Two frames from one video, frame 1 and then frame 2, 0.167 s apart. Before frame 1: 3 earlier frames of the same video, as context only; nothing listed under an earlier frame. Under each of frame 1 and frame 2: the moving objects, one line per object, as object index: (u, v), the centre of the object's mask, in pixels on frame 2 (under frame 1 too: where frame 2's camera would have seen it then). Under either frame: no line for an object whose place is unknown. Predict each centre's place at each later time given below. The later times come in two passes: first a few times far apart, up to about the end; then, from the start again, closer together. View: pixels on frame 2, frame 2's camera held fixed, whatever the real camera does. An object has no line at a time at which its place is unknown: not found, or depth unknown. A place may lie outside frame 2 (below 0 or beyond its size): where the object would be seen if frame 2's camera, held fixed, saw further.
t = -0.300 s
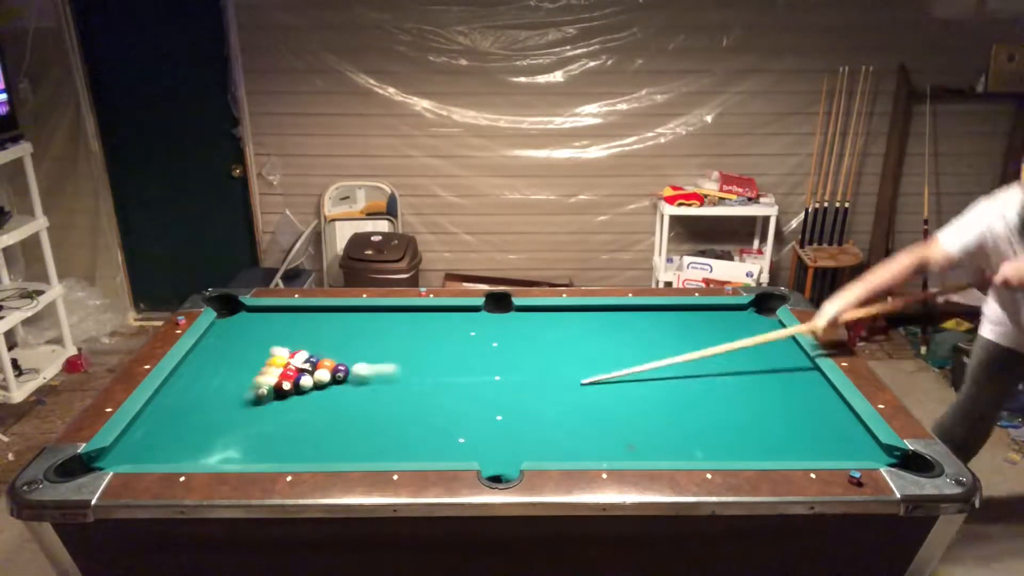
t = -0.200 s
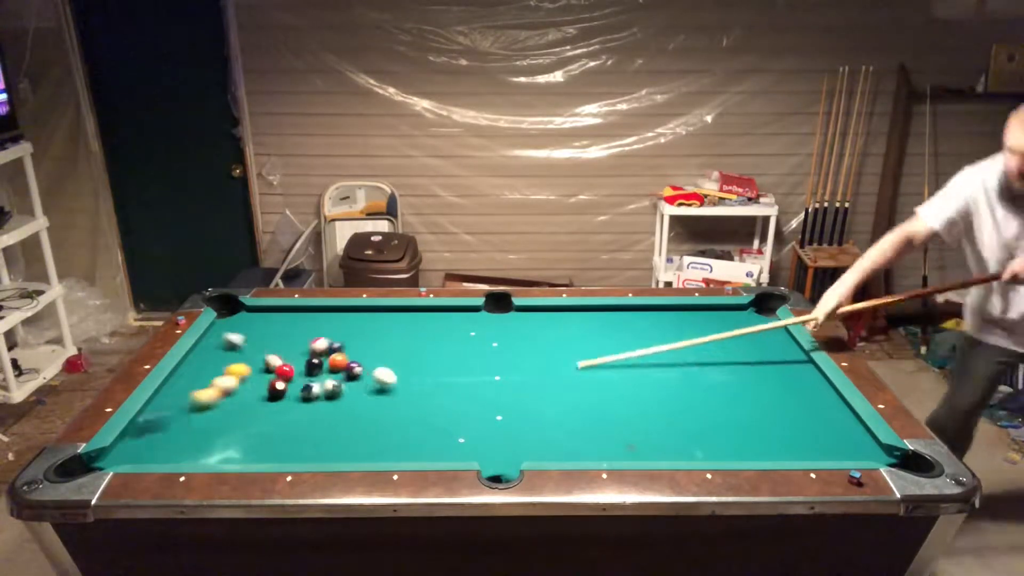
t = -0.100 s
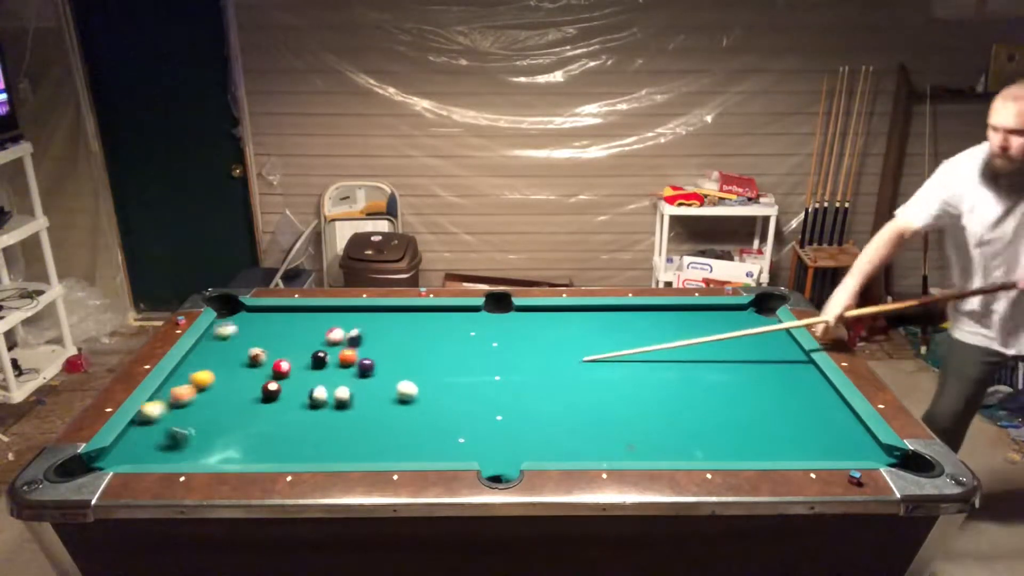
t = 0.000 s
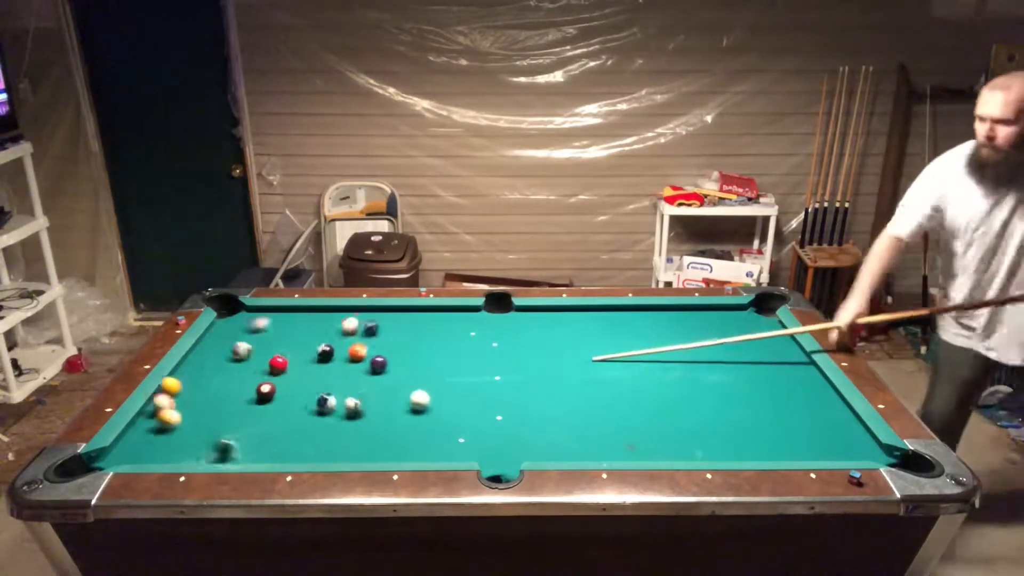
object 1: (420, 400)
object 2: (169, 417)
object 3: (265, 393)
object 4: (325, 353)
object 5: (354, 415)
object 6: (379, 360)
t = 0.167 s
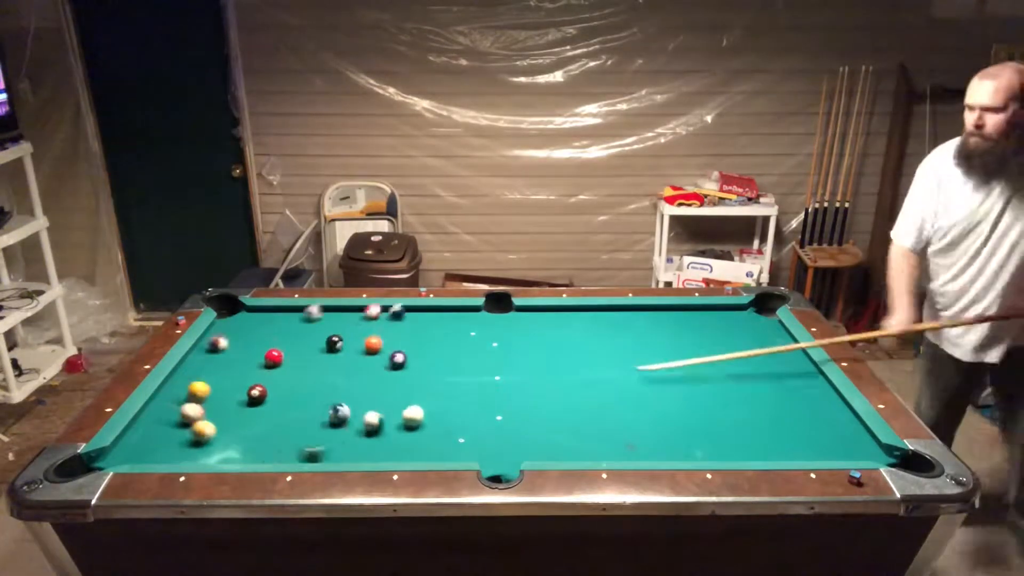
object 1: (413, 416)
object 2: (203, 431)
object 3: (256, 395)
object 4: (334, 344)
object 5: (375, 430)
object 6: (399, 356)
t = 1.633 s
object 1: (370, 369)
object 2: (386, 416)
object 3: (362, 418)
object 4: (377, 327)
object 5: (493, 457)
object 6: (525, 331)
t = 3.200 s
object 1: (355, 347)
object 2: (440, 389)
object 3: (432, 433)
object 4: (398, 351)
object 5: (509, 456)
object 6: (590, 314)
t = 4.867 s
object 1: (355, 346)
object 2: (448, 387)
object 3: (446, 440)
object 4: (402, 354)
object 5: (509, 456)
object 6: (598, 314)
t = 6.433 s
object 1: (355, 346)
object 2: (448, 387)
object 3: (446, 439)
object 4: (402, 354)
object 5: (509, 456)
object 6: (597, 313)
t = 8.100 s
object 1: (355, 346)
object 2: (449, 386)
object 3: (446, 439)
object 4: (402, 354)
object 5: (509, 456)
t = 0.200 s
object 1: (407, 419)
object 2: (211, 433)
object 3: (254, 396)
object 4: (336, 342)
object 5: (381, 429)
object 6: (403, 356)
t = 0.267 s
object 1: (401, 423)
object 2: (226, 437)
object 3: (251, 396)
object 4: (339, 338)
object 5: (377, 434)
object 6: (410, 354)
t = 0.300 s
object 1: (401, 422)
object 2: (233, 440)
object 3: (250, 397)
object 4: (341, 336)
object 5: (381, 432)
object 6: (414, 353)
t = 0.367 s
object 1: (408, 417)
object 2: (248, 446)
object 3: (251, 398)
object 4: (344, 333)
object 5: (380, 441)
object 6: (421, 351)
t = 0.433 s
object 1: (410, 413)
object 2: (263, 451)
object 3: (259, 399)
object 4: (347, 330)
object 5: (381, 435)
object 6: (428, 349)
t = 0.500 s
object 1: (408, 410)
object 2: (278, 454)
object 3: (266, 400)
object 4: (350, 327)
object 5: (385, 437)
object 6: (434, 348)
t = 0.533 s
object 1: (406, 408)
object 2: (286, 456)
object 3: (269, 401)
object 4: (352, 325)
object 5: (387, 438)
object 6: (438, 347)
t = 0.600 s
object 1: (403, 405)
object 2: (304, 454)
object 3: (275, 401)
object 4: (354, 322)
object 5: (392, 440)
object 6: (443, 345)
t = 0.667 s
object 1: (400, 402)
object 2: (320, 452)
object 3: (281, 403)
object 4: (357, 319)
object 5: (396, 443)
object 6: (450, 345)
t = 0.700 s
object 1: (399, 400)
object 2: (329, 449)
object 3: (284, 404)
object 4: (359, 318)
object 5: (399, 444)
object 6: (454, 345)
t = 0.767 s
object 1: (396, 397)
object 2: (339, 446)
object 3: (290, 405)
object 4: (361, 315)
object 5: (402, 447)
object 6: (460, 343)
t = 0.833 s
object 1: (393, 395)
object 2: (343, 444)
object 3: (296, 406)
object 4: (363, 313)
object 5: (407, 447)
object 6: (464, 342)
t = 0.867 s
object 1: (392, 394)
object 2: (345, 443)
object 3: (299, 407)
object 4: (364, 311)
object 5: (409, 447)
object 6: (468, 340)
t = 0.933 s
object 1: (389, 391)
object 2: (349, 441)
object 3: (305, 408)
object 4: (367, 311)
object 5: (414, 449)
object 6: (473, 338)
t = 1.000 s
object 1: (387, 388)
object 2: (353, 436)
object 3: (311, 409)
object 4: (368, 313)
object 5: (421, 448)
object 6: (480, 337)
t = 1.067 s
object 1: (385, 386)
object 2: (357, 434)
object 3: (317, 410)
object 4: (368, 315)
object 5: (428, 450)
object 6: (486, 336)
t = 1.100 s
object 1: (384, 385)
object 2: (358, 433)
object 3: (319, 410)
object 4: (369, 316)
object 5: (431, 451)
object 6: (487, 335)
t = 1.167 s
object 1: (382, 383)
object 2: (362, 431)
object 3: (325, 411)
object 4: (369, 318)
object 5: (439, 450)
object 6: (492, 333)
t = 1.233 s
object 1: (380, 380)
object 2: (366, 429)
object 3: (331, 412)
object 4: (371, 319)
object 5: (448, 451)
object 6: (498, 333)
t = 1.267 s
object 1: (379, 379)
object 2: (367, 428)
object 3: (333, 413)
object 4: (371, 319)
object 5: (453, 452)
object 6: (500, 333)
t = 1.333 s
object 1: (377, 377)
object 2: (371, 425)
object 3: (338, 414)
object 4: (373, 320)
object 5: (462, 453)
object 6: (506, 331)
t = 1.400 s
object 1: (376, 375)
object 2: (375, 423)
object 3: (344, 415)
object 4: (373, 322)
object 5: (466, 453)
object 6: (510, 330)
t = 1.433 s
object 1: (375, 374)
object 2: (376, 422)
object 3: (347, 415)
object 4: (374, 323)
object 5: (469, 453)
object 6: (512, 329)
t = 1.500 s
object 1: (373, 373)
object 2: (380, 420)
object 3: (352, 416)
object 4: (375, 324)
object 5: (477, 453)
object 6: (516, 333)
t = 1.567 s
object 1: (371, 370)
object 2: (382, 418)
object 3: (357, 417)
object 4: (376, 326)
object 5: (486, 455)
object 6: (521, 329)
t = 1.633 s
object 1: (370, 369)
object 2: (386, 416)
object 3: (362, 418)
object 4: (377, 327)
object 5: (493, 457)
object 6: (525, 331)
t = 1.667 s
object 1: (370, 368)
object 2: (387, 415)
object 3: (364, 419)
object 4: (378, 328)
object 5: (495, 458)
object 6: (527, 331)
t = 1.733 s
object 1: (368, 366)
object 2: (390, 413)
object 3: (369, 420)
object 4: (379, 329)
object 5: (501, 458)
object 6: (532, 327)
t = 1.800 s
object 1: (367, 365)
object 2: (394, 411)
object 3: (373, 420)
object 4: (379, 330)
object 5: (509, 459)
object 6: (535, 324)
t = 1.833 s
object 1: (366, 364)
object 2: (395, 410)
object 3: (375, 421)
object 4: (380, 331)
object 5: (513, 459)
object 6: (538, 326)
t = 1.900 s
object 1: (365, 362)
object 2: (399, 409)
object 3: (378, 421)
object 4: (381, 332)
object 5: (511, 459)
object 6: (541, 326)
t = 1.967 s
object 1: (364, 361)
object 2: (402, 407)
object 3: (382, 422)
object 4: (382, 334)
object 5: (505, 456)
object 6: (545, 325)
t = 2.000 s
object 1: (364, 361)
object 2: (404, 407)
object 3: (384, 422)
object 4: (382, 335)
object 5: (503, 456)
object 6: (547, 324)
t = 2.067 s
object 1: (363, 359)
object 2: (407, 406)
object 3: (387, 423)
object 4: (383, 336)
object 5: (503, 459)
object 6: (551, 323)
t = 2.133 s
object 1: (362, 358)
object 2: (409, 404)
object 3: (391, 424)
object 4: (384, 337)
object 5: (500, 458)
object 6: (554, 323)
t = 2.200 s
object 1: (361, 357)
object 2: (412, 403)
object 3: (394, 425)
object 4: (385, 338)
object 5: (498, 457)
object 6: (557, 321)
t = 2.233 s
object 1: (361, 357)
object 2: (413, 402)
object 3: (395, 425)
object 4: (386, 338)
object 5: (499, 457)
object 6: (559, 321)
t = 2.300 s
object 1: (360, 356)
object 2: (416, 400)
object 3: (399, 425)
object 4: (387, 339)
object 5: (501, 457)
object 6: (562, 321)
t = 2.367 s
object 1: (359, 354)
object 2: (418, 399)
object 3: (402, 427)
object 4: (388, 340)
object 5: (502, 457)
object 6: (565, 319)
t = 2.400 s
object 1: (359, 354)
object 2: (419, 399)
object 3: (403, 427)
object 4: (388, 341)
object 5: (503, 456)
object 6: (566, 321)
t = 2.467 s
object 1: (358, 353)
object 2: (422, 397)
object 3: (406, 427)
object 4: (389, 342)
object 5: (504, 456)
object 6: (569, 320)
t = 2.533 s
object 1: (358, 352)
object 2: (424, 396)
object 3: (409, 428)
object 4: (390, 343)
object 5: (505, 456)
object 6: (572, 320)
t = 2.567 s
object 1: (357, 352)
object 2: (425, 396)
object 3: (410, 428)
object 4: (391, 343)
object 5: (505, 456)
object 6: (573, 320)
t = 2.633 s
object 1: (357, 351)
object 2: (427, 395)
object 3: (413, 429)
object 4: (392, 345)
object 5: (506, 456)
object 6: (575, 319)
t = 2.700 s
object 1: (356, 350)
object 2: (429, 394)
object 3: (416, 430)
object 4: (393, 345)
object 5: (507, 455)
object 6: (578, 319)
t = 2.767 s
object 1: (356, 350)
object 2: (431, 393)
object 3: (418, 430)
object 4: (394, 346)
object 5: (508, 455)
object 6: (580, 318)
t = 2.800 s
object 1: (356, 349)
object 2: (432, 393)
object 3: (419, 430)
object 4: (394, 346)
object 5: (508, 455)
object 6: (581, 318)
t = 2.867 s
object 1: (355, 349)
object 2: (433, 392)
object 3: (422, 430)
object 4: (395, 347)
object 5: (508, 455)
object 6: (583, 317)
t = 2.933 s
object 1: (355, 349)
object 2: (435, 392)
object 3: (424, 431)
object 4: (396, 348)
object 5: (508, 455)
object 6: (584, 316)
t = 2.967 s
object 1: (355, 348)
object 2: (436, 392)
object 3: (425, 432)
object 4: (396, 348)
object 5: (509, 455)
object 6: (584, 316)
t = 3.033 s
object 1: (355, 348)
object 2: (437, 391)
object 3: (427, 432)
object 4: (397, 349)
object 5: (509, 455)
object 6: (585, 316)
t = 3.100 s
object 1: (355, 348)
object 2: (438, 390)
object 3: (429, 433)
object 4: (397, 350)
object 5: (509, 456)
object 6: (587, 315)
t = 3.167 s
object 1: (355, 347)
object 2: (440, 390)
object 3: (431, 433)
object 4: (398, 350)
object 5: (509, 456)
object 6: (589, 315)
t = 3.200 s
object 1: (355, 347)
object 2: (440, 389)
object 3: (432, 433)
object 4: (398, 351)
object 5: (509, 456)
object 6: (590, 314)
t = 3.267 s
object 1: (355, 346)
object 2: (441, 389)
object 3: (433, 434)
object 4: (399, 351)
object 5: (509, 456)
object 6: (591, 314)
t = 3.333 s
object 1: (354, 346)
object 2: (443, 388)
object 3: (435, 435)
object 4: (399, 352)
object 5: (509, 456)
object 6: (593, 314)
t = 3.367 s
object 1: (354, 346)
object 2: (443, 388)
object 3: (436, 435)
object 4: (399, 352)
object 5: (509, 456)
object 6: (594, 314)
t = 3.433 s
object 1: (355, 346)
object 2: (444, 388)
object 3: (437, 435)
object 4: (400, 353)
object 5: (509, 456)
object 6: (595, 314)
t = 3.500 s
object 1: (355, 346)
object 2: (445, 387)
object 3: (438, 436)
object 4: (400, 353)
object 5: (509, 456)
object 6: (596, 313)
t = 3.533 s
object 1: (355, 346)
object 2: (446, 387)
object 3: (439, 436)
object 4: (400, 353)
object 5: (509, 456)
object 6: (596, 313)
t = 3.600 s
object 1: (355, 346)
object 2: (447, 387)
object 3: (440, 436)
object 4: (401, 354)
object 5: (509, 456)
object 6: (597, 314)
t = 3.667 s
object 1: (355, 346)
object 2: (447, 387)
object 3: (441, 437)
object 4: (401, 354)
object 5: (509, 456)
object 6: (597, 314)
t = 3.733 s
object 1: (355, 346)
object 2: (448, 387)
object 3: (442, 438)
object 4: (401, 354)
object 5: (509, 456)
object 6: (598, 314)
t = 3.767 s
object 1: (355, 346)
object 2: (448, 387)
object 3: (442, 438)
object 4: (402, 354)
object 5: (509, 456)
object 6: (598, 314)
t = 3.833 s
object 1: (355, 346)
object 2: (448, 387)
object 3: (443, 438)
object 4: (402, 354)
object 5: (509, 456)
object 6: (598, 314)
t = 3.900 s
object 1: (355, 346)
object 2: (449, 387)
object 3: (444, 439)
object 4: (402, 355)
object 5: (509, 456)
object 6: (598, 314)
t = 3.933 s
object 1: (355, 346)
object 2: (448, 387)
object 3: (444, 439)
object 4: (402, 355)
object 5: (509, 456)
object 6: (598, 314)
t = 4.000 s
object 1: (355, 346)
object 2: (449, 387)
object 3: (445, 439)
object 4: (402, 355)
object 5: (509, 456)
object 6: (598, 315)
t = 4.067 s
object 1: (355, 346)
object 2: (449, 387)
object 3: (445, 440)
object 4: (402, 355)
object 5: (509, 456)
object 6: (598, 315)
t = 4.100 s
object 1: (355, 346)
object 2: (448, 387)
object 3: (445, 440)
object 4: (402, 355)
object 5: (509, 456)
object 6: (598, 315)
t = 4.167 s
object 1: (355, 346)
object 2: (448, 387)
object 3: (445, 440)
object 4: (402, 355)
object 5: (509, 456)
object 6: (598, 315)
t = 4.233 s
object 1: (355, 346)
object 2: (448, 387)
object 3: (446, 440)
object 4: (402, 355)
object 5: (509, 456)
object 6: (598, 315)
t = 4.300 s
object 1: (355, 346)
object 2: (448, 387)
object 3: (446, 440)
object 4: (402, 354)
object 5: (509, 456)
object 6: (598, 315)
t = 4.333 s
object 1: (355, 346)
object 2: (448, 387)
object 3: (446, 440)
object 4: (402, 354)
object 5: (509, 456)
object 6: (598, 315)
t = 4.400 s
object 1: (355, 346)
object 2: (448, 387)
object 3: (446, 440)
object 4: (402, 354)
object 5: (509, 456)
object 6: (598, 315)
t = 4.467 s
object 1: (355, 346)
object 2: (448, 387)
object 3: (446, 440)
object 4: (402, 355)
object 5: (509, 456)
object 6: (598, 315)
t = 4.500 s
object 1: (355, 346)
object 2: (448, 387)
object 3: (446, 440)
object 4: (402, 354)
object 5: (509, 456)
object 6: (598, 315)
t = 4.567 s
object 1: (355, 346)
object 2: (448, 387)
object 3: (446, 440)
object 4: (402, 355)
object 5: (509, 456)
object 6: (598, 315)
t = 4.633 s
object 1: (355, 346)
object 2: (448, 387)
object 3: (446, 440)
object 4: (402, 355)
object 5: (509, 456)
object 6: (598, 315)
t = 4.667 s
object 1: (354, 346)
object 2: (448, 387)
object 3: (446, 440)
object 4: (402, 354)
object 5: (509, 456)
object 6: (598, 315)
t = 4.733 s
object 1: (355, 346)
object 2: (448, 387)
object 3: (446, 440)
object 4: (402, 354)
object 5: (509, 456)
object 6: (598, 315)
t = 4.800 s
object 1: (355, 346)
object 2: (448, 387)
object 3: (446, 440)
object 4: (402, 354)
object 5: (509, 456)
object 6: (598, 315)
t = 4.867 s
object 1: (355, 346)
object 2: (448, 387)
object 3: (446, 440)
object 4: (402, 354)
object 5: (509, 456)
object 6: (598, 314)
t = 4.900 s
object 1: (354, 346)
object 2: (448, 387)
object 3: (446, 440)
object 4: (402, 354)
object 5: (509, 456)
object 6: (598, 314)
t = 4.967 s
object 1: (355, 346)
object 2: (448, 387)
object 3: (446, 440)
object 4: (402, 354)
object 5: (509, 456)
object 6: (598, 314)
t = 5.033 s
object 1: (354, 346)
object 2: (448, 388)
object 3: (446, 440)
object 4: (402, 354)
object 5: (509, 456)
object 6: (598, 314)
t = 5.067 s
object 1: (354, 346)
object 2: (448, 387)
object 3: (446, 440)
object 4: (402, 354)
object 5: (509, 456)
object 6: (598, 314)
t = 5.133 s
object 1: (354, 346)
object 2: (449, 388)
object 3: (446, 440)
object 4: (402, 354)
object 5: (509, 456)
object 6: (598, 314)
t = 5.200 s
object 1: (354, 346)
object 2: (449, 388)
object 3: (446, 440)
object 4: (402, 354)
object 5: (509, 456)
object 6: (598, 314)
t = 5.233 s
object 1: (355, 346)
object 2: (449, 388)
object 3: (446, 440)
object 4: (402, 354)
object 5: (509, 456)
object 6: (598, 314)
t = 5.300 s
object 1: (355, 346)
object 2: (449, 388)
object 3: (446, 440)
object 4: (402, 354)
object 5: (509, 456)
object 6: (598, 314)
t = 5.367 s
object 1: (354, 346)
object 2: (449, 388)
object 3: (446, 440)
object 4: (402, 354)
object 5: (509, 456)
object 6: (598, 314)
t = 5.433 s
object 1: (355, 346)
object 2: (448, 388)
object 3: (446, 440)
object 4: (402, 354)
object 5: (509, 456)
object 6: (598, 314)
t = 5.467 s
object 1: (355, 346)
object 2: (448, 388)
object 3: (446, 440)
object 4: (402, 354)
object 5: (509, 456)
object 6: (598, 314)
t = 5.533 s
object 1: (355, 346)
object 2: (448, 388)
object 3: (446, 440)
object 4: (402, 354)
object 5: (509, 456)
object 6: (598, 314)
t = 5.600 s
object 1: (355, 346)
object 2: (448, 388)
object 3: (446, 440)
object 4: (402, 354)
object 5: (509, 456)
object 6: (598, 314)
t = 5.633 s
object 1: (355, 346)
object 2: (448, 388)
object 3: (446, 440)
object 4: (402, 354)
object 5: (509, 456)
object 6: (598, 314)
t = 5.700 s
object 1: (355, 346)
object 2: (448, 388)
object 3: (446, 440)
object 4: (402, 354)
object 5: (509, 456)
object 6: (598, 314)
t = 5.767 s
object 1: (355, 346)
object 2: (448, 388)
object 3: (446, 440)
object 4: (402, 354)
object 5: (509, 456)
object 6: (598, 314)
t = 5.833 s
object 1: (355, 346)
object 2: (448, 388)
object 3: (446, 440)
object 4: (402, 354)
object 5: (509, 456)
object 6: (597, 314)
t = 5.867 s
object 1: (355, 346)
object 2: (448, 388)
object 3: (446, 440)
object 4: (402, 354)
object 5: (509, 456)
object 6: (598, 314)
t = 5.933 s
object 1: (355, 346)
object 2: (448, 387)
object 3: (446, 440)
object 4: (402, 354)
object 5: (509, 456)
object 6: (597, 314)
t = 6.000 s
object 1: (355, 346)
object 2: (448, 387)
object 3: (446, 440)
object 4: (402, 354)
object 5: (509, 456)
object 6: (597, 314)
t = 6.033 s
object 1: (355, 346)
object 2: (448, 387)
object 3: (446, 440)
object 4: (402, 354)
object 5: (509, 456)
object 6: (597, 314)
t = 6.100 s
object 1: (355, 346)
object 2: (448, 387)
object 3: (446, 440)
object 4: (402, 354)
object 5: (509, 456)
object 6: (597, 314)
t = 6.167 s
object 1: (355, 346)
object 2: (448, 388)
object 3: (446, 439)
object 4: (402, 354)
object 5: (509, 456)
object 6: (597, 313)
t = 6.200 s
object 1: (355, 346)
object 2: (448, 387)
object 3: (446, 439)
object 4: (402, 354)
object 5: (509, 456)
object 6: (597, 313)
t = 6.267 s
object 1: (355, 346)
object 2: (448, 388)
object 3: (446, 439)
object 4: (402, 354)
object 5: (509, 456)
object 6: (597, 313)
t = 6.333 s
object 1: (355, 346)
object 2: (448, 387)
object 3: (446, 440)
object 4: (402, 354)
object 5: (509, 456)
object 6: (597, 313)
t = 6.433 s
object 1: (355, 346)
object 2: (448, 387)
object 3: (446, 439)
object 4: (402, 354)
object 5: (509, 456)
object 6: (597, 313)
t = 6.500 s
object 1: (355, 346)
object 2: (448, 387)
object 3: (446, 439)
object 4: (402, 354)
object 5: (509, 456)
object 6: (596, 313)
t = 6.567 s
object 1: (355, 346)
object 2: (448, 387)
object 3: (446, 439)
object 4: (402, 354)
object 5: (509, 456)
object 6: (596, 313)
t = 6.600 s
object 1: (355, 346)
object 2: (448, 387)
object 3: (446, 439)
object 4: (402, 354)
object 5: (509, 456)
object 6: (596, 313)
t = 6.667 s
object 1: (355, 346)
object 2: (448, 387)
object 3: (446, 439)
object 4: (402, 354)
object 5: (509, 456)
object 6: (596, 312)
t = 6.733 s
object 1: (355, 346)
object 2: (448, 387)
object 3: (446, 439)
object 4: (402, 354)
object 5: (509, 456)
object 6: (596, 312)
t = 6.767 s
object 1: (355, 346)
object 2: (448, 387)
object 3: (446, 439)
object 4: (402, 354)
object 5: (509, 456)
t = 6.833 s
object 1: (355, 346)
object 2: (448, 387)
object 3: (446, 439)
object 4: (402, 354)
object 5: (509, 456)
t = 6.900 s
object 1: (355, 346)
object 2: (448, 387)
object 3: (446, 439)
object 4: (402, 354)
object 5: (509, 456)
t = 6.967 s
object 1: (355, 346)
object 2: (448, 387)
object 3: (446, 439)
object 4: (402, 354)
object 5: (509, 456)
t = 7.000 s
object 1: (355, 346)
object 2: (448, 387)
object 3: (446, 439)
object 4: (402, 354)
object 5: (509, 456)
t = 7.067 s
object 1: (355, 346)
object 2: (448, 387)
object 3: (446, 439)
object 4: (402, 354)
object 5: (509, 456)
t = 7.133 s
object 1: (355, 346)
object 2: (448, 387)
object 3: (446, 439)
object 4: (402, 354)
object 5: (509, 456)
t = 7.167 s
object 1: (355, 346)
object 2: (448, 387)
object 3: (446, 439)
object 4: (402, 354)
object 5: (509, 456)
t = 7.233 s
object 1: (355, 346)
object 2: (448, 387)
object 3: (446, 439)
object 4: (402, 354)
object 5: (509, 456)
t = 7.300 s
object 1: (355, 346)
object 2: (448, 386)
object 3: (446, 439)
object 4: (402, 354)
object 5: (509, 456)
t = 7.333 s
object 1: (355, 346)
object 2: (448, 387)
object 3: (446, 439)
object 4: (402, 354)
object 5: (509, 456)
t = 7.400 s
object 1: (355, 346)
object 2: (448, 387)
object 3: (446, 439)
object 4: (402, 354)
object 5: (509, 456)
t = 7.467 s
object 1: (355, 346)
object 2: (448, 387)
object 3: (446, 439)
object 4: (402, 354)
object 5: (509, 456)
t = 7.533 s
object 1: (355, 346)
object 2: (448, 387)
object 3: (446, 439)
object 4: (402, 354)
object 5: (509, 456)
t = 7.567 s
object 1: (355, 346)
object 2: (449, 387)
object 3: (446, 439)
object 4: (402, 354)
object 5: (509, 456)
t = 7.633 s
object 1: (355, 346)
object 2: (449, 387)
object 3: (446, 439)
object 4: (402, 354)
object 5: (509, 456)
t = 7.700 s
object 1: (355, 346)
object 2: (449, 387)
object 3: (446, 439)
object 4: (402, 354)
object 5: (509, 456)
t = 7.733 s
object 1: (355, 346)
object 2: (448, 387)
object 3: (446, 439)
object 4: (402, 354)
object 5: (509, 456)
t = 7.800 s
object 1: (355, 346)
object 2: (448, 387)
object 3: (446, 439)
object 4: (402, 354)
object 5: (509, 456)
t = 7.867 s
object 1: (355, 346)
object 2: (449, 386)
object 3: (446, 439)
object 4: (402, 354)
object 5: (509, 456)
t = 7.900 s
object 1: (355, 346)
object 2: (448, 387)
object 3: (446, 439)
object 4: (402, 354)
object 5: (509, 456)
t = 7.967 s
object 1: (354, 346)
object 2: (449, 387)
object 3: (446, 439)
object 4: (402, 354)
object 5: (509, 456)
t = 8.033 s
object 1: (355, 346)
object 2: (448, 387)
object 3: (446, 439)
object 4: (402, 354)
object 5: (509, 456)
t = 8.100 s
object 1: (355, 346)
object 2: (449, 386)
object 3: (446, 439)
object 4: (402, 354)
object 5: (509, 456)
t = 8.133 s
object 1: (354, 346)
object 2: (449, 386)
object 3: (446, 439)
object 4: (402, 354)
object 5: (509, 456)
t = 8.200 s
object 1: (354, 346)
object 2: (448, 387)
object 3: (446, 439)
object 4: (402, 354)
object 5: (509, 456)
